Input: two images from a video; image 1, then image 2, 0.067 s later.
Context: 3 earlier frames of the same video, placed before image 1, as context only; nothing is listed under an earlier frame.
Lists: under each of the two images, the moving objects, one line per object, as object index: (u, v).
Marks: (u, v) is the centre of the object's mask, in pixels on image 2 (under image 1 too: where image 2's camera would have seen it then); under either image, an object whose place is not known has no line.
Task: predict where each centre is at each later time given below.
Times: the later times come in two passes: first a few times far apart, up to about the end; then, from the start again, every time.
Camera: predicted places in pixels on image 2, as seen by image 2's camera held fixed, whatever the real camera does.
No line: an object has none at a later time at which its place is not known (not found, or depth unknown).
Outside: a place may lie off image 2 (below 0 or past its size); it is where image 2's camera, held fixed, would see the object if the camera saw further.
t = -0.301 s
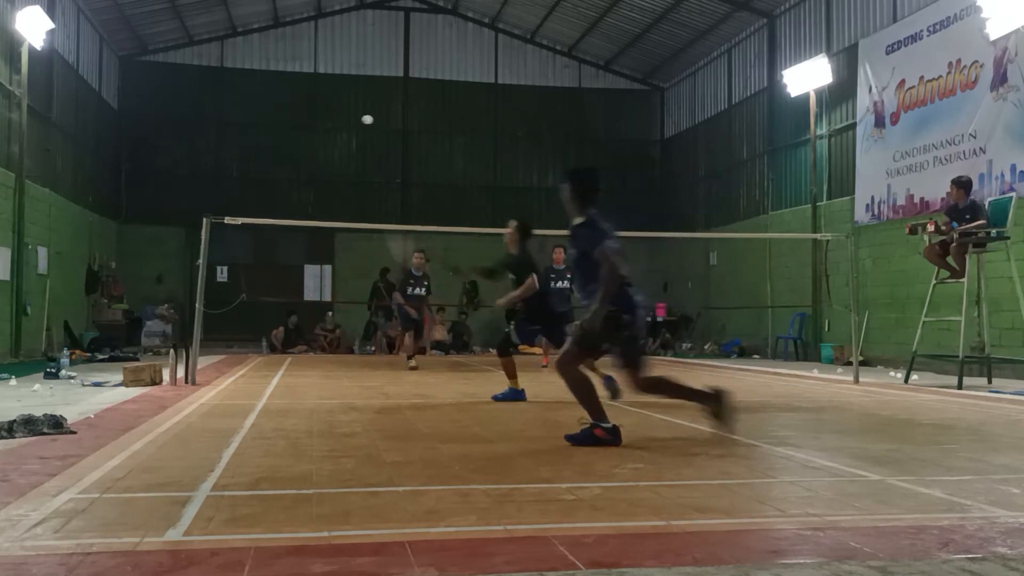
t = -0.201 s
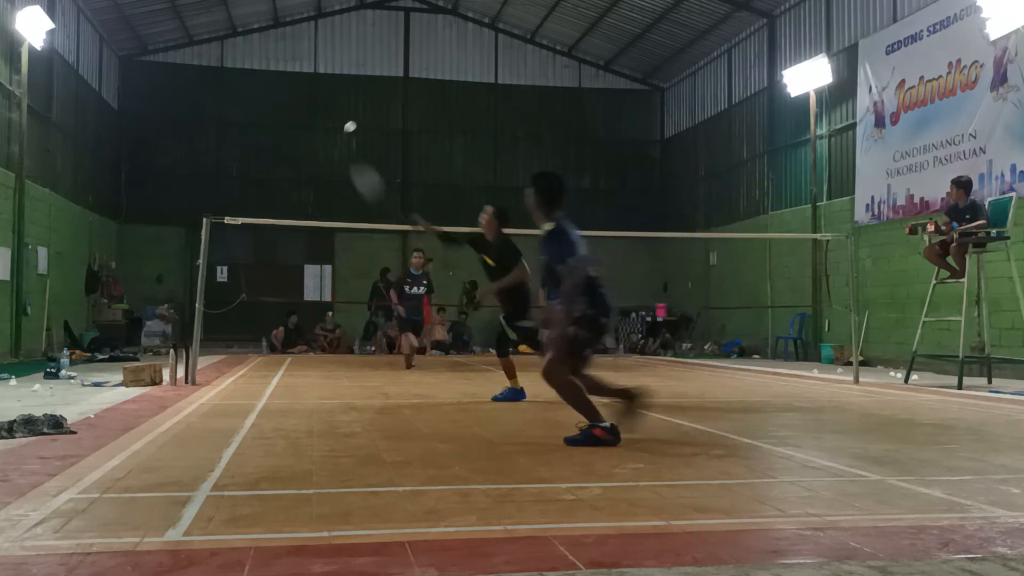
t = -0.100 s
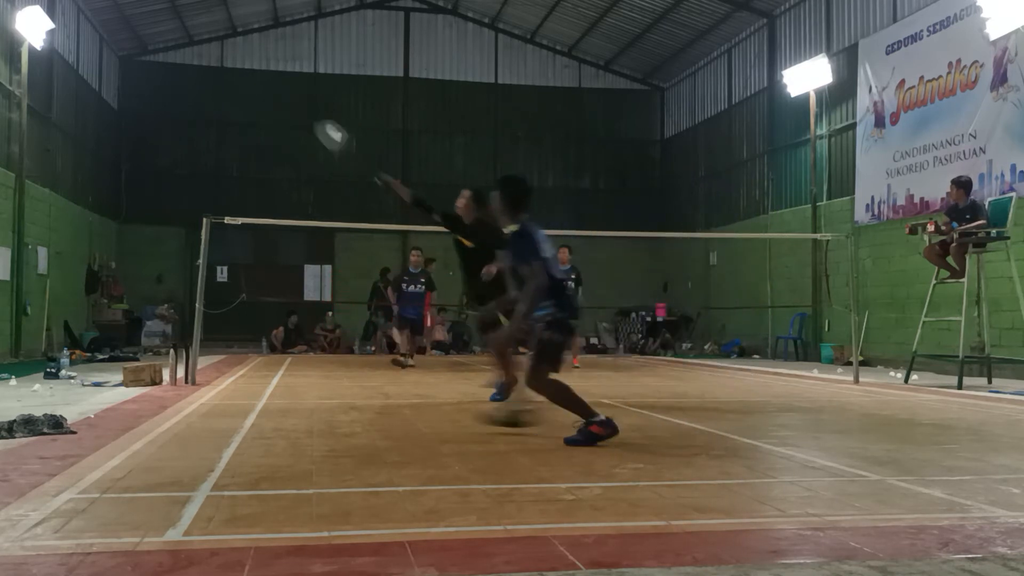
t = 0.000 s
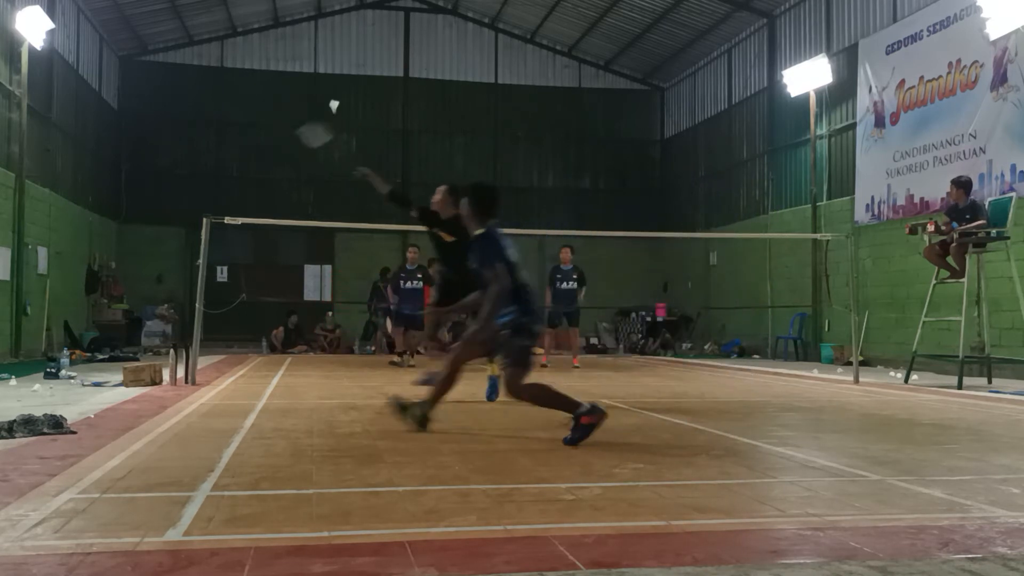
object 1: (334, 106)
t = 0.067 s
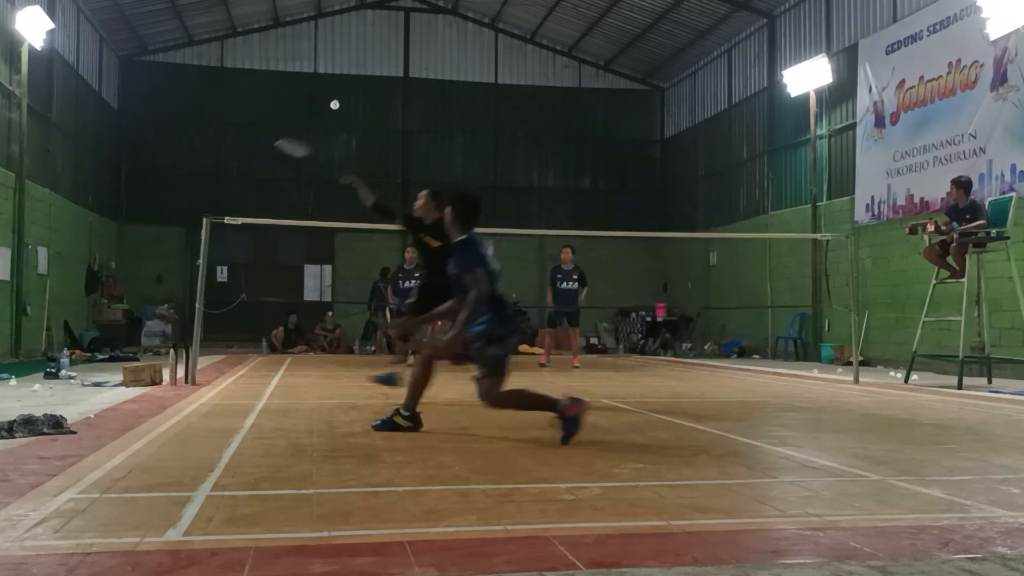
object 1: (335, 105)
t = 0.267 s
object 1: (340, 107)
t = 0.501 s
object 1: (342, 158)
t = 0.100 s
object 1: (335, 104)
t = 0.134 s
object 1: (335, 103)
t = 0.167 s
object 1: (336, 103)
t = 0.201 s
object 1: (336, 104)
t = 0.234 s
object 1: (338, 105)
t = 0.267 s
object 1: (340, 107)
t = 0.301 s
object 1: (342, 111)
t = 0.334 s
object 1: (343, 117)
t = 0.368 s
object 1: (344, 124)
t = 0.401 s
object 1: (344, 131)
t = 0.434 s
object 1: (343, 139)
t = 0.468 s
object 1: (343, 148)
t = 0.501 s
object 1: (342, 158)
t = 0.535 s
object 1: (342, 168)
